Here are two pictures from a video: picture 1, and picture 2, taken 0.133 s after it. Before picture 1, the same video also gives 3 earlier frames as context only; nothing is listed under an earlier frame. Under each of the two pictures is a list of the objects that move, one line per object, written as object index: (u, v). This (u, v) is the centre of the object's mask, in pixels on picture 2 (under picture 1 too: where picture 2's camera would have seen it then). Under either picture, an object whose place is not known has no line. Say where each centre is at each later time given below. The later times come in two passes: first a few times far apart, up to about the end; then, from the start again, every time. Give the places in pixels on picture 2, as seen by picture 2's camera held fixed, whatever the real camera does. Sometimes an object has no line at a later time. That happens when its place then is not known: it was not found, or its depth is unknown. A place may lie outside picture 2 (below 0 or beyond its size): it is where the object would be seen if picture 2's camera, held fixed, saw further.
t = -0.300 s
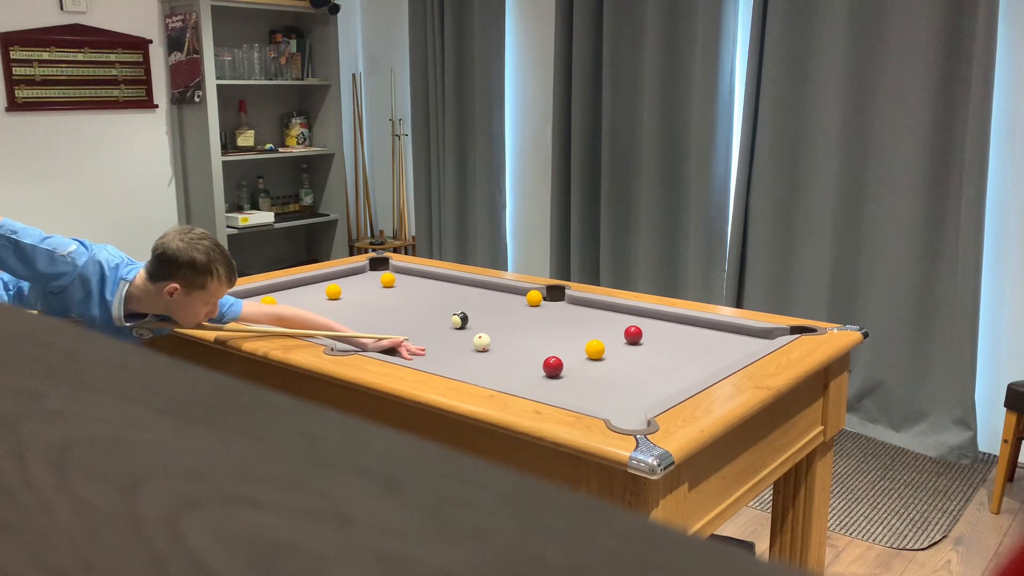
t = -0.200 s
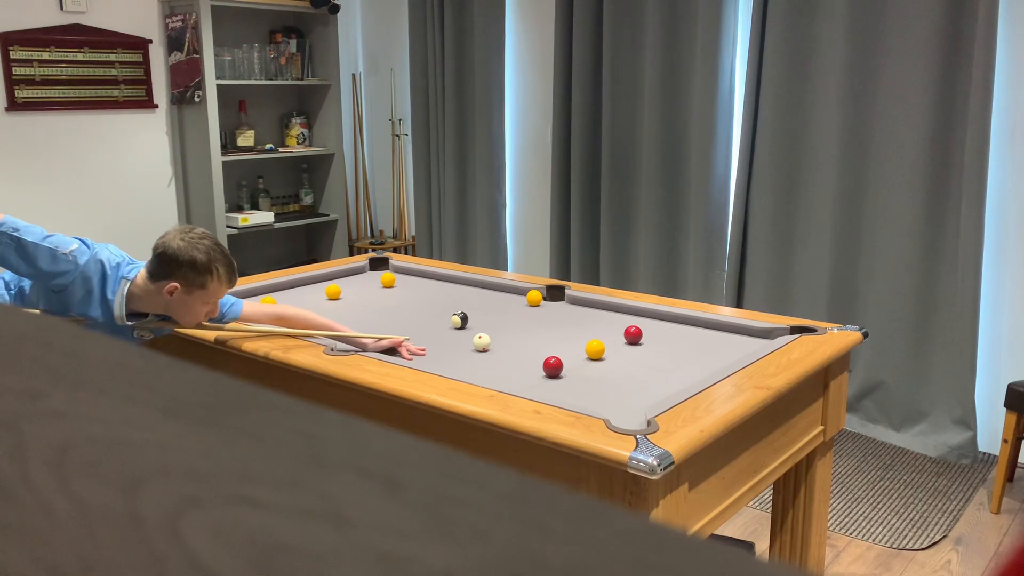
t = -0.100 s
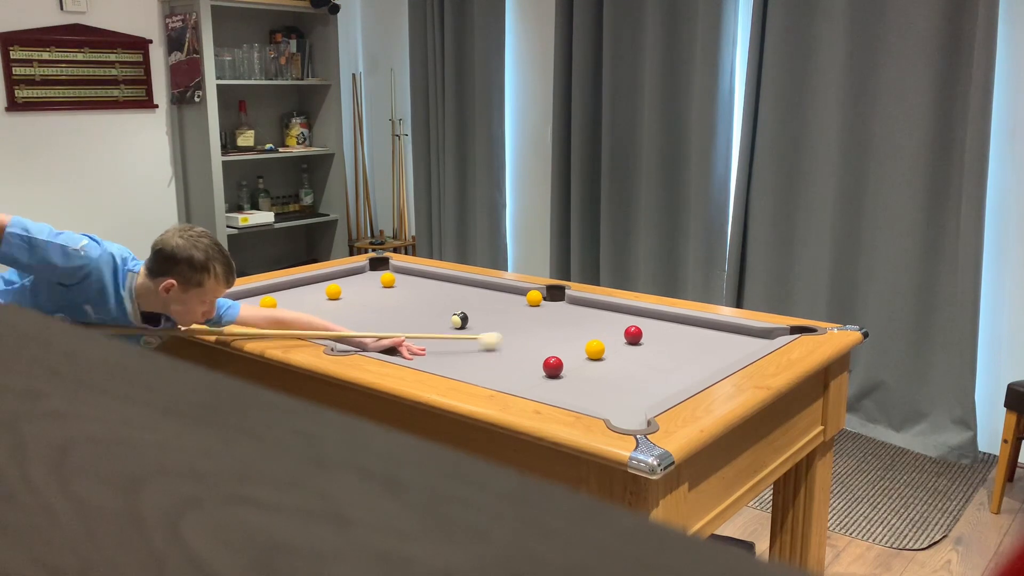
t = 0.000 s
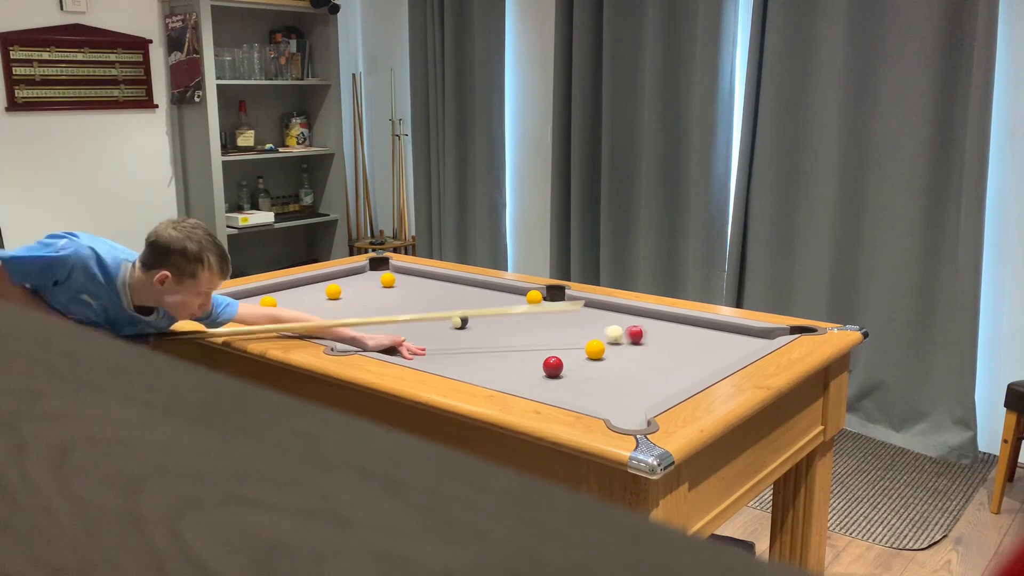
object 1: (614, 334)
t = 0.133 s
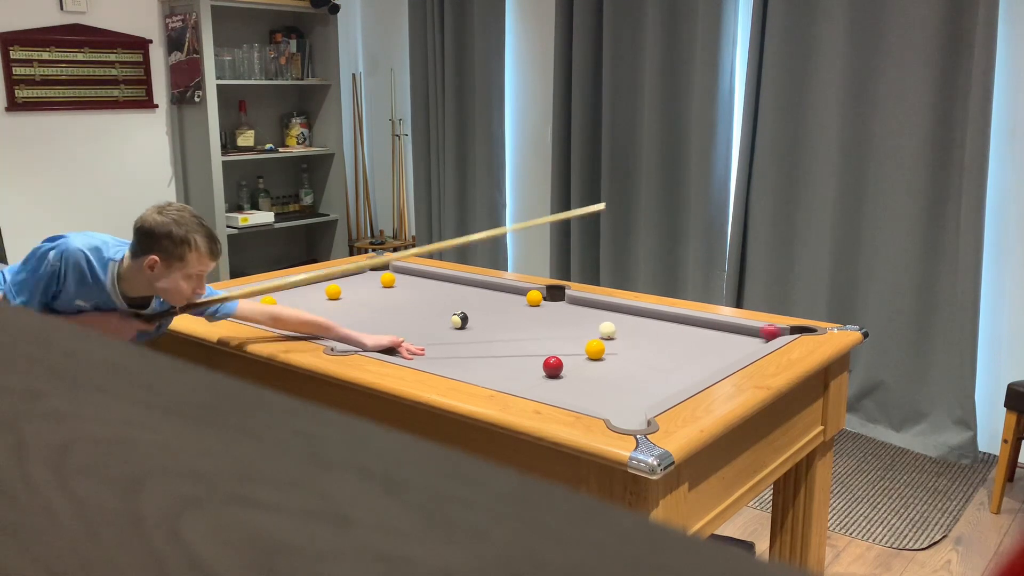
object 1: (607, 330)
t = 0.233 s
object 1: (612, 327)
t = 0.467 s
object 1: (652, 319)
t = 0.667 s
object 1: (677, 324)
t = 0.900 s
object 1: (700, 337)
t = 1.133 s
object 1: (725, 350)
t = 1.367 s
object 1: (717, 359)
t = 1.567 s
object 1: (681, 363)
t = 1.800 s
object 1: (641, 368)
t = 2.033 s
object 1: (601, 372)
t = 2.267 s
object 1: (563, 376)
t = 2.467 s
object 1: (532, 380)
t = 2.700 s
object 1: (498, 379)
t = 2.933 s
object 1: (497, 375)
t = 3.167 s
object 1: (498, 371)
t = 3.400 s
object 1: (499, 365)
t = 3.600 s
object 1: (500, 361)
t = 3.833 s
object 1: (501, 357)
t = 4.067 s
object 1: (502, 354)
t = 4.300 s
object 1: (503, 352)
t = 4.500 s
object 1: (503, 350)
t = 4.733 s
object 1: (503, 349)
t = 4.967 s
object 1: (502, 349)
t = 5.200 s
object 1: (502, 349)
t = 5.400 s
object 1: (502, 349)
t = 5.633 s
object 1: (502, 349)
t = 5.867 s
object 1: (502, 349)
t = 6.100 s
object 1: (502, 349)
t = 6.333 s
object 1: (502, 349)
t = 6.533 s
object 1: (502, 349)
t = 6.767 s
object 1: (502, 349)
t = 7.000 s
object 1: (502, 349)
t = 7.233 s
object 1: (502, 349)
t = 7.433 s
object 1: (502, 349)
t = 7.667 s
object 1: (502, 349)
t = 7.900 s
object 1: (502, 349)
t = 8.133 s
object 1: (502, 349)
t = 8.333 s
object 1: (502, 349)
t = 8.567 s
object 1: (502, 349)
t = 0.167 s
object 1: (608, 329)
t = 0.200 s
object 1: (609, 328)
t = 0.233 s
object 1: (612, 327)
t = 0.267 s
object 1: (615, 326)
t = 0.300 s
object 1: (620, 324)
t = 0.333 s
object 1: (624, 324)
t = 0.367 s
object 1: (631, 322)
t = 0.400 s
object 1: (637, 321)
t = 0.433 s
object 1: (644, 320)
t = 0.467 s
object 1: (652, 319)
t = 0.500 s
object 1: (658, 318)
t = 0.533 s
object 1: (665, 317)
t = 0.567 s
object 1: (669, 318)
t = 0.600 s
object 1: (671, 320)
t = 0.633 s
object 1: (674, 322)
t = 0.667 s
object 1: (677, 324)
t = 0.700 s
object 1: (680, 326)
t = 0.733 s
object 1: (683, 327)
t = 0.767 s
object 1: (687, 329)
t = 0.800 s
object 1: (690, 331)
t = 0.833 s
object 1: (694, 333)
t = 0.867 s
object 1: (697, 335)
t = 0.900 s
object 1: (700, 337)
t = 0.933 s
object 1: (704, 338)
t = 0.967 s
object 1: (707, 340)
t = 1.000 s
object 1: (710, 342)
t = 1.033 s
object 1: (714, 344)
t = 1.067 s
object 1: (717, 346)
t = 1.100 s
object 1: (721, 348)
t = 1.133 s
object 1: (725, 350)
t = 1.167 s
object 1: (728, 352)
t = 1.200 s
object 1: (731, 353)
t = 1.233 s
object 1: (735, 353)
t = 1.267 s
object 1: (735, 354)
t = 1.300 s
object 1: (728, 356)
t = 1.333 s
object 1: (723, 358)
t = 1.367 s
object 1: (717, 359)
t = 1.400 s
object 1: (711, 360)
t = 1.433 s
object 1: (705, 361)
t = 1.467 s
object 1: (699, 361)
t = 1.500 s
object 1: (693, 362)
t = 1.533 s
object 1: (687, 363)
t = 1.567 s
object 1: (681, 363)
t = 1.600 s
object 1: (675, 364)
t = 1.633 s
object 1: (669, 364)
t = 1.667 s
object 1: (664, 365)
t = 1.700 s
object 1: (658, 366)
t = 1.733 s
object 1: (652, 366)
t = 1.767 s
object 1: (646, 367)
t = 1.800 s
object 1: (641, 368)
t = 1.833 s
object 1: (635, 368)
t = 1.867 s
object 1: (629, 369)
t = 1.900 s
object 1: (624, 370)
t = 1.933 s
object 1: (618, 370)
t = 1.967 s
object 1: (612, 371)
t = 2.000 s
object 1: (607, 371)
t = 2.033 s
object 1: (601, 372)
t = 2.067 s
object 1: (596, 372)
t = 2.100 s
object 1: (590, 373)
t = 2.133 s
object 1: (585, 373)
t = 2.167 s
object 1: (579, 374)
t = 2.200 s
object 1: (574, 375)
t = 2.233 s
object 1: (568, 375)
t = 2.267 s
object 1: (563, 376)
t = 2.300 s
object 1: (558, 377)
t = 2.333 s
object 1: (553, 377)
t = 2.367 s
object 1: (548, 378)
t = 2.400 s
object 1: (542, 379)
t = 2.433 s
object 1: (537, 379)
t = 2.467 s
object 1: (532, 380)
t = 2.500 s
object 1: (527, 380)
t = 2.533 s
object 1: (522, 380)
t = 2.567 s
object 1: (517, 380)
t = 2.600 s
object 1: (513, 380)
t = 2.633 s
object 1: (508, 379)
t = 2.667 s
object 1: (503, 379)
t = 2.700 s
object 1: (498, 379)
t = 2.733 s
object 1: (495, 379)
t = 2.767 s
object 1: (496, 378)
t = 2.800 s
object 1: (496, 377)
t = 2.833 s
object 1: (496, 377)
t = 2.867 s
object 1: (496, 376)
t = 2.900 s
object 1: (497, 375)
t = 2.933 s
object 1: (497, 375)
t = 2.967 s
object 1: (497, 375)
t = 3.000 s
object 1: (497, 374)
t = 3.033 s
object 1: (497, 374)
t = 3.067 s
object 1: (498, 373)
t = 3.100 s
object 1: (497, 372)
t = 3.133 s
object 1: (497, 371)
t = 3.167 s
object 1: (498, 371)
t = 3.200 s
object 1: (498, 370)
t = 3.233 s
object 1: (498, 369)
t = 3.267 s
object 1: (498, 368)
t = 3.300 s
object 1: (498, 367)
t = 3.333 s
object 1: (498, 366)
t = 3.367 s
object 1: (499, 366)
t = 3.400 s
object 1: (499, 365)
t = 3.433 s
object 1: (499, 364)
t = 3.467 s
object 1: (499, 364)
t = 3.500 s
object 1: (499, 363)
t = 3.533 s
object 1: (500, 362)
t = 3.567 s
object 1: (500, 362)
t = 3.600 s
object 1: (500, 361)
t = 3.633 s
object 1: (500, 361)
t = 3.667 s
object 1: (500, 360)
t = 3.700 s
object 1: (500, 359)
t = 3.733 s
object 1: (501, 359)
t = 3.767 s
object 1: (501, 358)
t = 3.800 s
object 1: (501, 358)
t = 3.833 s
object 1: (501, 357)
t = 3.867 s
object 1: (501, 357)
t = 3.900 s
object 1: (502, 356)
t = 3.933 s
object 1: (502, 356)
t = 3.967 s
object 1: (502, 355)
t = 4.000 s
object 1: (502, 355)
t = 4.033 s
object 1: (502, 355)
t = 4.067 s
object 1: (502, 354)
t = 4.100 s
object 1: (503, 354)
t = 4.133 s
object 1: (503, 353)
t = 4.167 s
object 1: (503, 353)
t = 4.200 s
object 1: (503, 353)
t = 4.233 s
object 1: (503, 353)
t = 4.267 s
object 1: (503, 352)
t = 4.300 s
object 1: (503, 352)
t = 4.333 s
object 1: (503, 351)
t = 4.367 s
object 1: (503, 351)
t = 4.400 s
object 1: (503, 351)
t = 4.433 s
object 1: (503, 351)
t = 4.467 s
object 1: (503, 350)
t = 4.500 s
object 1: (503, 350)
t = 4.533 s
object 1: (503, 350)
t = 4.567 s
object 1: (503, 350)
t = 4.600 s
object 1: (503, 350)
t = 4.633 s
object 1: (503, 349)
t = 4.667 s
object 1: (503, 349)
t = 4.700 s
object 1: (503, 349)
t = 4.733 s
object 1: (503, 349)
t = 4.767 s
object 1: (503, 349)
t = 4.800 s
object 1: (503, 349)
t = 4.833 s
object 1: (502, 349)
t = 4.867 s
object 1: (502, 349)
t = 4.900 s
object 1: (502, 349)
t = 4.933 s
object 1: (502, 349)
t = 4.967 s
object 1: (502, 349)
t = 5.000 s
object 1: (502, 349)
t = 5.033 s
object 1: (502, 349)
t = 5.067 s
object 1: (502, 349)
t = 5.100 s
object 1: (502, 349)
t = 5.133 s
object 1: (502, 349)
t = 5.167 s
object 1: (502, 349)
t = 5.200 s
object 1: (502, 349)
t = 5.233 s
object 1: (502, 349)
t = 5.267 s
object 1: (502, 349)
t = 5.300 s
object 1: (502, 349)
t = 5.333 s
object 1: (502, 349)
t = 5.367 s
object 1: (502, 349)
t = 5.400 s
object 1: (502, 349)
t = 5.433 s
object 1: (502, 349)
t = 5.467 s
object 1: (502, 349)
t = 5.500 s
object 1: (502, 349)
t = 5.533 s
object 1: (502, 349)
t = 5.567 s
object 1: (502, 349)
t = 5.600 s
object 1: (502, 349)
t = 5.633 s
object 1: (502, 349)
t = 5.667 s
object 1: (502, 349)
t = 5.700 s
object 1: (502, 349)
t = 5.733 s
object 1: (502, 349)
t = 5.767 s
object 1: (502, 349)
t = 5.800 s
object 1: (502, 349)
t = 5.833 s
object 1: (502, 349)
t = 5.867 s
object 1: (502, 349)
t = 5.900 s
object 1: (502, 349)
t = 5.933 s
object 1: (502, 349)
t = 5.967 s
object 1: (502, 349)
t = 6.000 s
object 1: (502, 349)
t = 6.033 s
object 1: (502, 349)
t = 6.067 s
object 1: (502, 349)
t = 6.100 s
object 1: (502, 349)
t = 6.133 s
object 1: (502, 349)
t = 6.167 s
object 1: (502, 349)
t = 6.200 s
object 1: (502, 349)
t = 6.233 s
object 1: (502, 349)
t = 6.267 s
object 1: (502, 349)
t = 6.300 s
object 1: (502, 349)
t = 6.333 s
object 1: (502, 349)
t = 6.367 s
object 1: (502, 349)
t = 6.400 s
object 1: (502, 349)
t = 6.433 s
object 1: (502, 349)
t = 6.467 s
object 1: (502, 349)
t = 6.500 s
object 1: (502, 349)
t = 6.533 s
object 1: (502, 349)
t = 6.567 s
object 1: (502, 349)
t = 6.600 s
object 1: (502, 349)
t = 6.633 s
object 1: (502, 349)
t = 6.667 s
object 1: (502, 349)
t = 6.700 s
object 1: (502, 349)
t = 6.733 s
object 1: (502, 349)
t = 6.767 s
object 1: (502, 349)
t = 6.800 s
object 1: (502, 349)
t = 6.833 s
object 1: (502, 349)
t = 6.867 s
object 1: (502, 349)
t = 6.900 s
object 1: (502, 349)
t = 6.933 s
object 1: (502, 349)
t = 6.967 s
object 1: (502, 349)
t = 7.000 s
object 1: (502, 349)
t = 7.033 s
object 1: (502, 349)
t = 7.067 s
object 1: (502, 349)
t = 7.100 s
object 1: (502, 349)
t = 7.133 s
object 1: (502, 349)
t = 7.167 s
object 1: (502, 349)
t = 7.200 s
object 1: (502, 349)
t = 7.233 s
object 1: (502, 349)
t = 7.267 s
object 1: (502, 349)
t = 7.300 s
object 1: (502, 349)
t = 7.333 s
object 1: (502, 349)
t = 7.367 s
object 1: (502, 349)
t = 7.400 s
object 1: (502, 349)
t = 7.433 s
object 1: (502, 349)
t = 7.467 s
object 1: (502, 349)
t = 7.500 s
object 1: (502, 349)
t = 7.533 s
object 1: (502, 349)
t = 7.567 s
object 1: (502, 349)
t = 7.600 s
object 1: (502, 349)
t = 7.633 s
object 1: (502, 349)
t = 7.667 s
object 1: (502, 349)
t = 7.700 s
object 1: (502, 349)
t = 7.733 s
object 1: (502, 349)
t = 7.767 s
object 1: (502, 349)
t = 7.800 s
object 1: (502, 349)
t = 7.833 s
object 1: (502, 349)
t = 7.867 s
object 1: (502, 349)
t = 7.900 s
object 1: (502, 349)
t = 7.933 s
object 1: (502, 349)
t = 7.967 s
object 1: (502, 349)
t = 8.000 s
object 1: (502, 349)
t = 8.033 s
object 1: (502, 349)
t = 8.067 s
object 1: (502, 349)
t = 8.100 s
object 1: (502, 349)
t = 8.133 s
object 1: (502, 349)
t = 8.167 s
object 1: (502, 349)
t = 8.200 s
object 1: (502, 349)
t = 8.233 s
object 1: (502, 349)
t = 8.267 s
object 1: (502, 349)
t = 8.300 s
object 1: (502, 349)
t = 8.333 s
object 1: (502, 349)
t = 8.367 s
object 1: (502, 349)
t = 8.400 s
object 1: (502, 349)
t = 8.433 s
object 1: (502, 349)
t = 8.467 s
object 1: (502, 349)
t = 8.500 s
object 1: (502, 349)
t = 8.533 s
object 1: (502, 349)
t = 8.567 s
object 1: (502, 349)
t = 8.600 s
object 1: (502, 349)
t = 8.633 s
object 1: (502, 349)
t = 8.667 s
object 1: (502, 349)
